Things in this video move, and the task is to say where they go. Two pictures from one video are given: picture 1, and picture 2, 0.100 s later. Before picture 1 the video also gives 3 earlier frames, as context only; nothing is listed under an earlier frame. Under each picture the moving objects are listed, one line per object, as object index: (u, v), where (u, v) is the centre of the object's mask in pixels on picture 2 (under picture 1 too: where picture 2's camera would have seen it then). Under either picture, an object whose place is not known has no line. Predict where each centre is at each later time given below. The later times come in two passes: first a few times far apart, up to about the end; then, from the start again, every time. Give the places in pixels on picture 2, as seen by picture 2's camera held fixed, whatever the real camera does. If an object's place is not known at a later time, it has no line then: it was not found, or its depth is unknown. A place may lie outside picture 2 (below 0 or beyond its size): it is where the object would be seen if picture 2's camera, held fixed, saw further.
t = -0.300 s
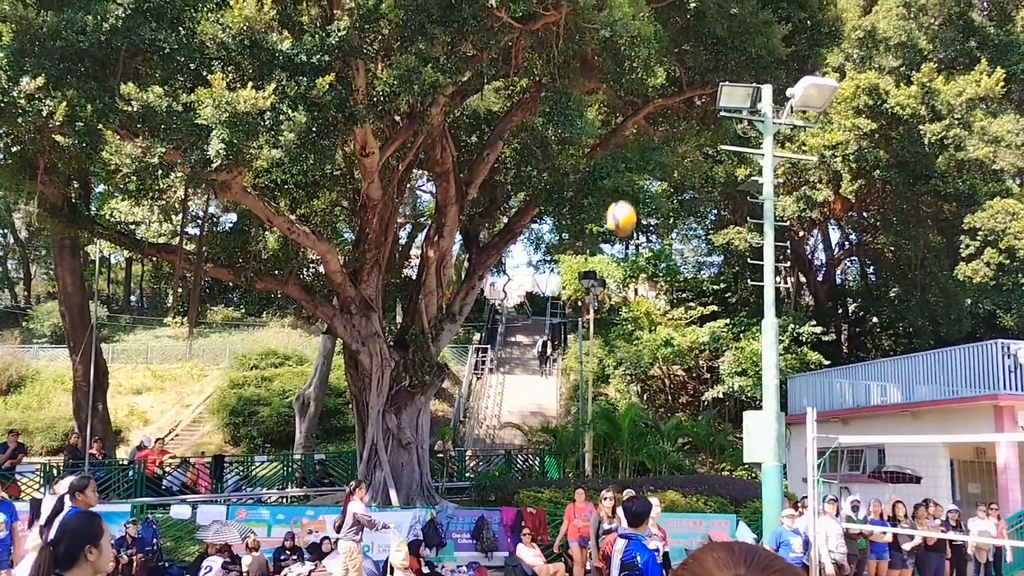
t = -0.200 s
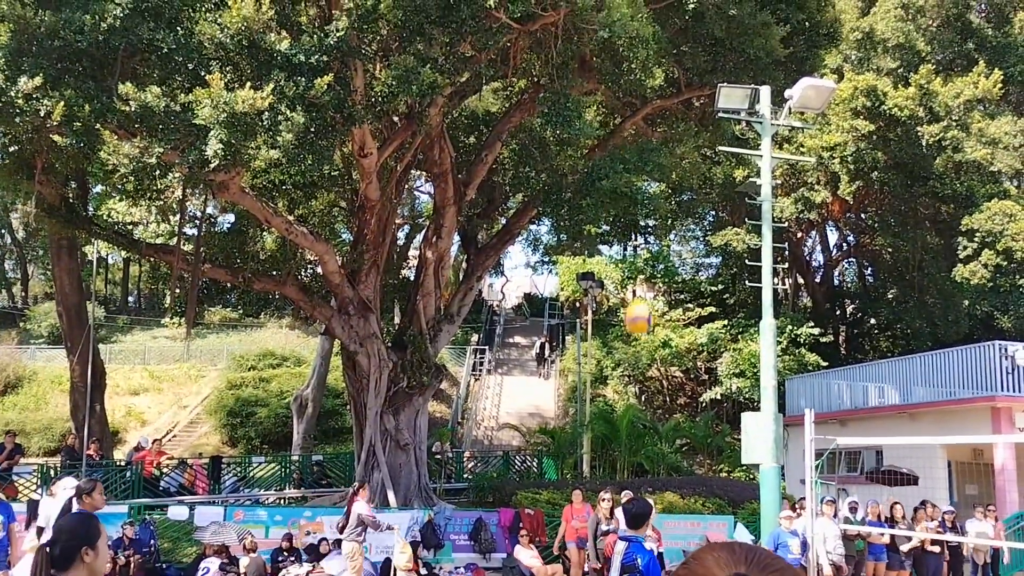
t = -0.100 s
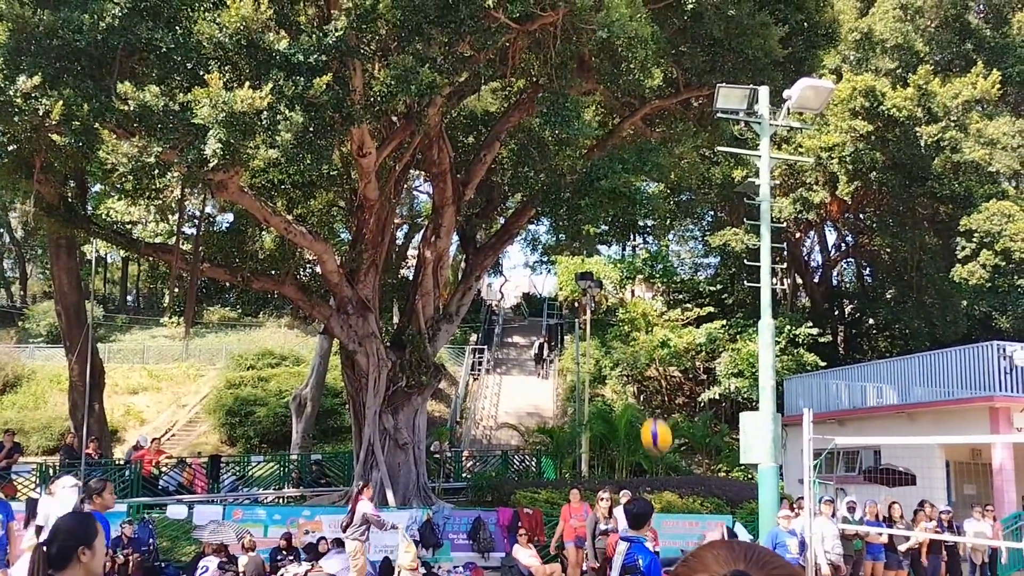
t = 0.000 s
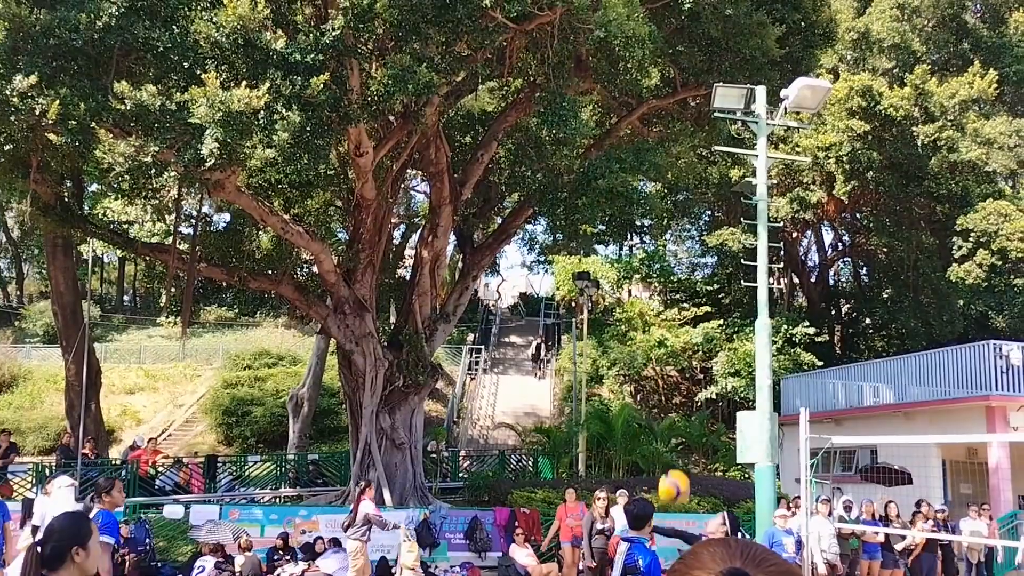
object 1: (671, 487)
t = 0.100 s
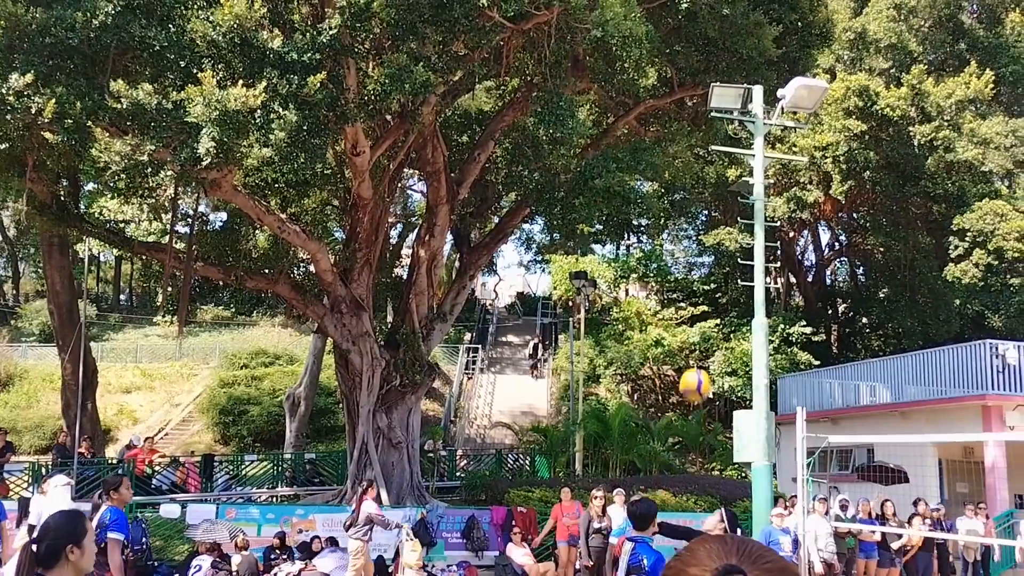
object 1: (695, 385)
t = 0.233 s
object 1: (726, 274)
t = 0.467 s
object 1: (781, 138)
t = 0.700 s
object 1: (833, 70)
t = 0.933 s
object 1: (882, 75)
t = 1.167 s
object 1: (941, 157)
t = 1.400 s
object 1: (1002, 332)
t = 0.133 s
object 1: (702, 356)
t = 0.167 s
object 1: (711, 326)
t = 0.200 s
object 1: (719, 300)
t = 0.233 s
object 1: (726, 274)
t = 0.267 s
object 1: (734, 250)
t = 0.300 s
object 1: (742, 227)
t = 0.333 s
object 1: (749, 206)
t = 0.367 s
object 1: (757, 186)
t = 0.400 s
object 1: (765, 169)
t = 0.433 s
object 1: (773, 151)
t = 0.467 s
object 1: (781, 138)
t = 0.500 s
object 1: (788, 122)
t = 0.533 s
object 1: (794, 111)
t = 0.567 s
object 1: (801, 100)
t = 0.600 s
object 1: (809, 91)
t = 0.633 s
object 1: (818, 81)
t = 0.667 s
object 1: (825, 74)
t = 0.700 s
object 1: (833, 70)
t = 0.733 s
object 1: (840, 65)
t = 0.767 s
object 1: (845, 65)
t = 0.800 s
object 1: (852, 63)
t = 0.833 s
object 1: (860, 64)
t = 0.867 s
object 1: (867, 66)
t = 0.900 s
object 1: (878, 69)
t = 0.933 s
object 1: (882, 75)
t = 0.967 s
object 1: (890, 81)
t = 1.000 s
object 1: (898, 90)
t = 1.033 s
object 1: (906, 100)
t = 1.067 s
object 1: (914, 112)
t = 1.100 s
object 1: (924, 125)
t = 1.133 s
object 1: (932, 140)
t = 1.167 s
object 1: (941, 157)
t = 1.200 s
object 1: (948, 176)
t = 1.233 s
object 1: (958, 196)
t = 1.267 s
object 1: (965, 219)
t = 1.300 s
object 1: (973, 244)
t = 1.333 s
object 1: (983, 271)
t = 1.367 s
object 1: (993, 301)
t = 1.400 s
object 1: (1002, 332)
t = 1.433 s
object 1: (1010, 364)
